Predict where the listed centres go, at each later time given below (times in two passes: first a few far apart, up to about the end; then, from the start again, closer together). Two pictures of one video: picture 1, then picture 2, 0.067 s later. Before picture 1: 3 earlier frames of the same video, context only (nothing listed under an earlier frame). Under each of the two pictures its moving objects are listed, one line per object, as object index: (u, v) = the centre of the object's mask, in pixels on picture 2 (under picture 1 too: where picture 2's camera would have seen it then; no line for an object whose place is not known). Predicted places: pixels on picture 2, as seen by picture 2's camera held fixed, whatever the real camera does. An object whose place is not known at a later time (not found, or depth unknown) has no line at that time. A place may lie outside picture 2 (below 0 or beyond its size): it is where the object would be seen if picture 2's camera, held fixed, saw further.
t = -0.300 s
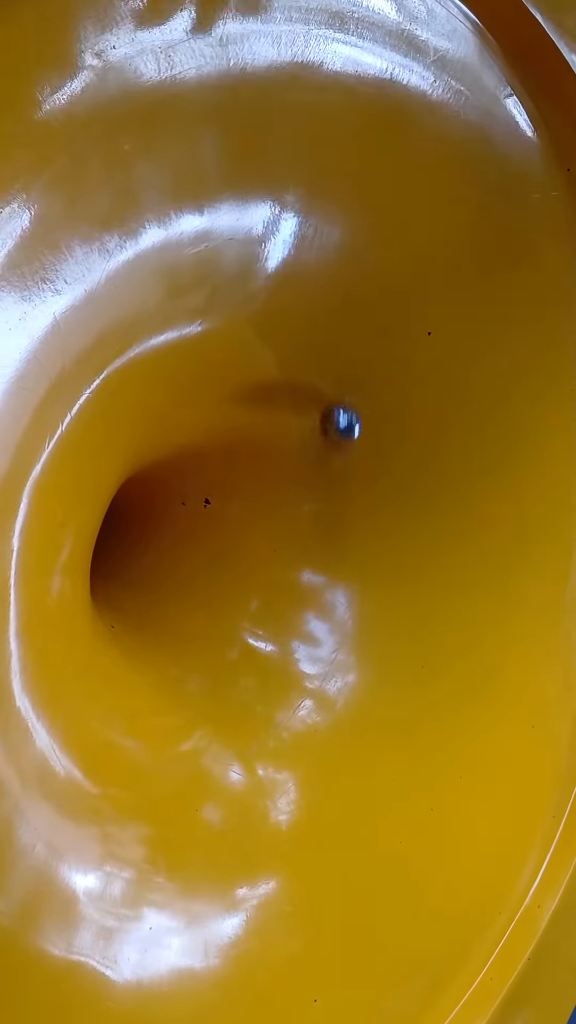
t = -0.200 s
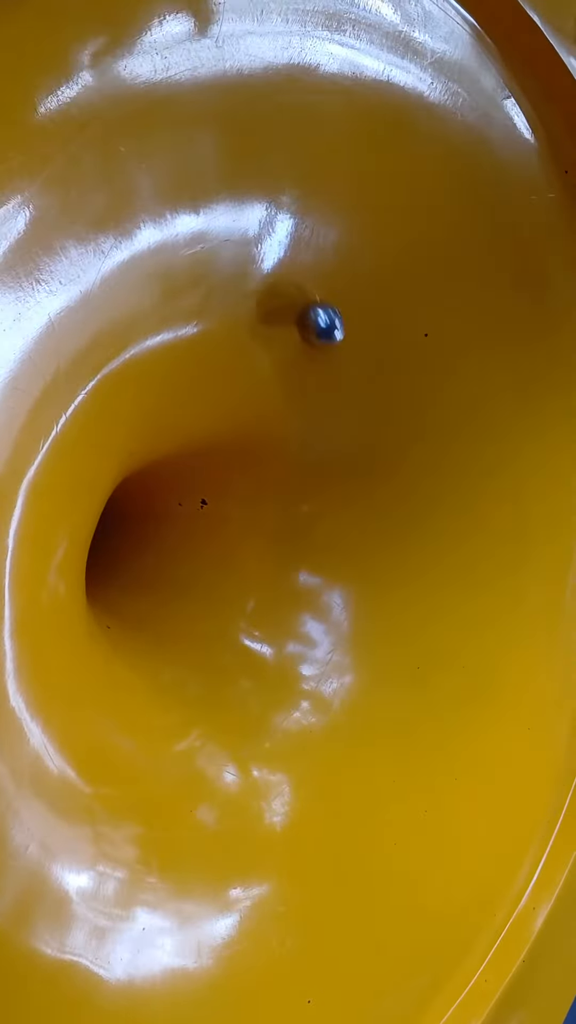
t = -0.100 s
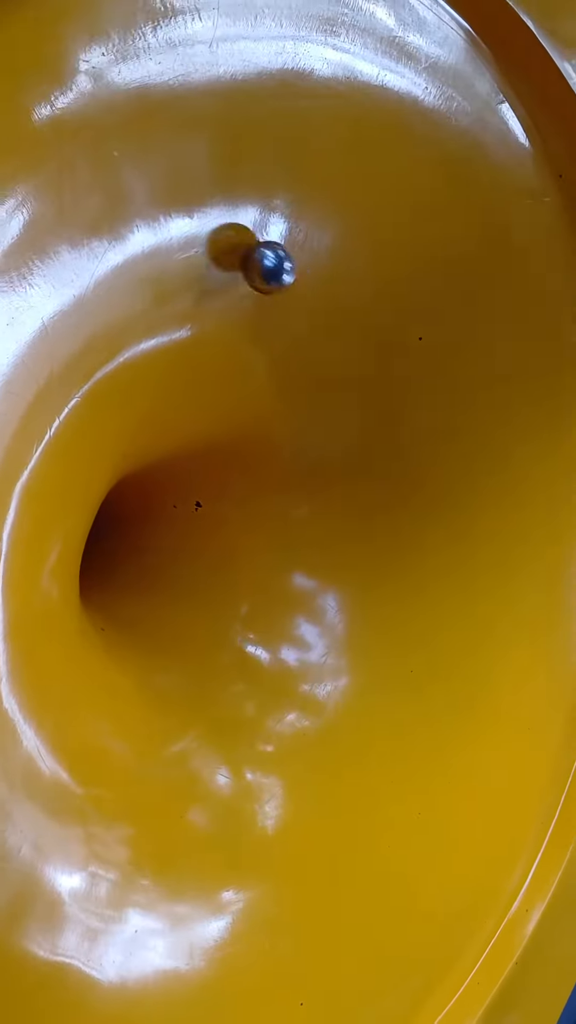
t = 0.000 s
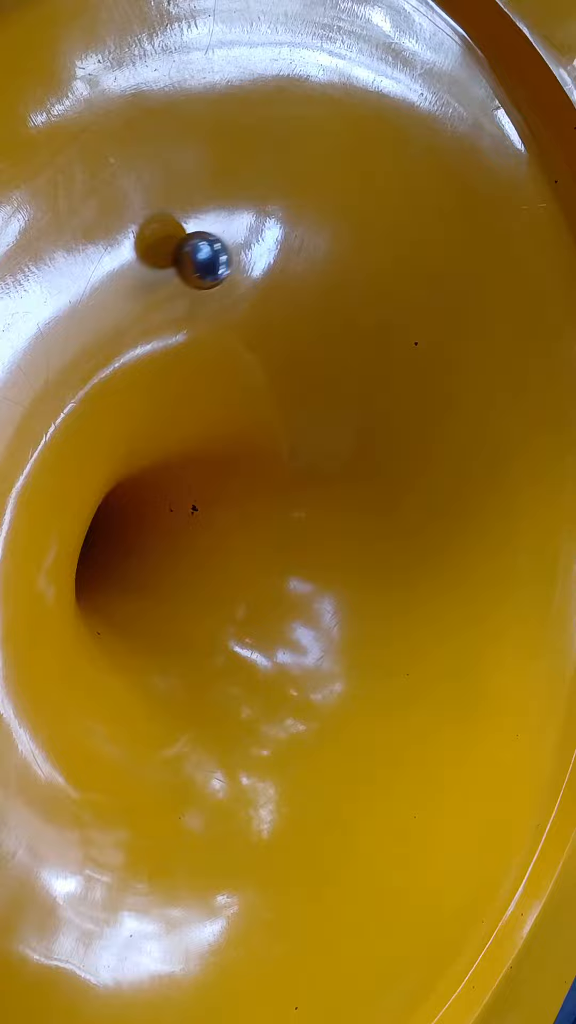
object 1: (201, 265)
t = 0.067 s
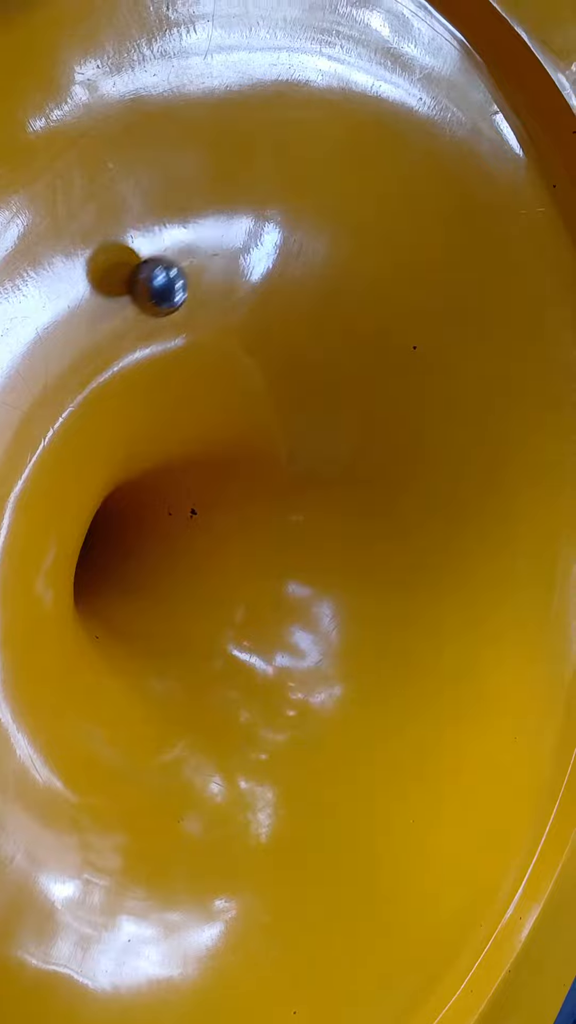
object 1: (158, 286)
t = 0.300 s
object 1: (68, 521)
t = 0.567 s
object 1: (221, 655)
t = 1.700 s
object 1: (309, 383)
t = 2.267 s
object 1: (338, 490)
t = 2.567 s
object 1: (159, 466)
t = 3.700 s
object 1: (286, 436)
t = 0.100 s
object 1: (138, 306)
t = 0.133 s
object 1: (120, 332)
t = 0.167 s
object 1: (103, 363)
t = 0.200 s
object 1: (90, 399)
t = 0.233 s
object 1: (79, 438)
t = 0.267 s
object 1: (71, 478)
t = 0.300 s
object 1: (68, 521)
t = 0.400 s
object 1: (81, 636)
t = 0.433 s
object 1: (96, 662)
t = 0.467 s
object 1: (119, 682)
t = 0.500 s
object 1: (147, 688)
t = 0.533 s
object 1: (182, 680)
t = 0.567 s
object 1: (221, 655)
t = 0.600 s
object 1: (257, 619)
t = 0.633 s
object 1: (287, 580)
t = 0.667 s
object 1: (308, 540)
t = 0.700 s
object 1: (323, 504)
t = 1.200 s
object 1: (97, 557)
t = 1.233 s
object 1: (93, 601)
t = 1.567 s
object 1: (347, 449)
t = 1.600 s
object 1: (345, 425)
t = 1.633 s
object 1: (339, 405)
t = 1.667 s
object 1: (327, 391)
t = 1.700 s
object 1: (309, 383)
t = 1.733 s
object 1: (286, 381)
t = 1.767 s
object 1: (259, 386)
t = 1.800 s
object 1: (229, 400)
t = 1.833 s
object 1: (197, 422)
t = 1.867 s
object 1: (162, 453)
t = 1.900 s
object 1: (128, 496)
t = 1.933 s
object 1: (104, 544)
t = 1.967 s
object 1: (95, 591)
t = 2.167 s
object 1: (292, 584)
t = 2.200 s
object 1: (314, 551)
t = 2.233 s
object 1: (330, 520)
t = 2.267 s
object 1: (338, 490)
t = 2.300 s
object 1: (340, 467)
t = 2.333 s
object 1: (336, 443)
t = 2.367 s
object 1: (327, 426)
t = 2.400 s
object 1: (311, 414)
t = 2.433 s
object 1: (289, 408)
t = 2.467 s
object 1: (261, 409)
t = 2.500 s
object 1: (229, 419)
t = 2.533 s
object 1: (194, 436)
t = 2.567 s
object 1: (159, 466)
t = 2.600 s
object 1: (127, 506)
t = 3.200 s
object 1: (183, 448)
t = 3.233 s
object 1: (147, 480)
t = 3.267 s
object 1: (111, 529)
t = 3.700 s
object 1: (286, 436)
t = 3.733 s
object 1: (263, 429)
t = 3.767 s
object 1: (232, 431)
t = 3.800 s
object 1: (198, 441)
